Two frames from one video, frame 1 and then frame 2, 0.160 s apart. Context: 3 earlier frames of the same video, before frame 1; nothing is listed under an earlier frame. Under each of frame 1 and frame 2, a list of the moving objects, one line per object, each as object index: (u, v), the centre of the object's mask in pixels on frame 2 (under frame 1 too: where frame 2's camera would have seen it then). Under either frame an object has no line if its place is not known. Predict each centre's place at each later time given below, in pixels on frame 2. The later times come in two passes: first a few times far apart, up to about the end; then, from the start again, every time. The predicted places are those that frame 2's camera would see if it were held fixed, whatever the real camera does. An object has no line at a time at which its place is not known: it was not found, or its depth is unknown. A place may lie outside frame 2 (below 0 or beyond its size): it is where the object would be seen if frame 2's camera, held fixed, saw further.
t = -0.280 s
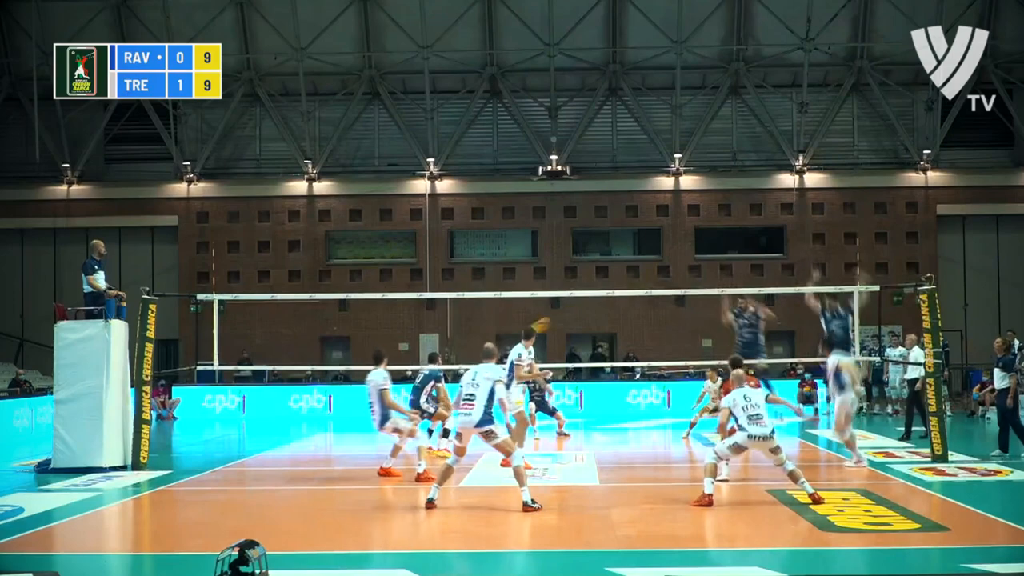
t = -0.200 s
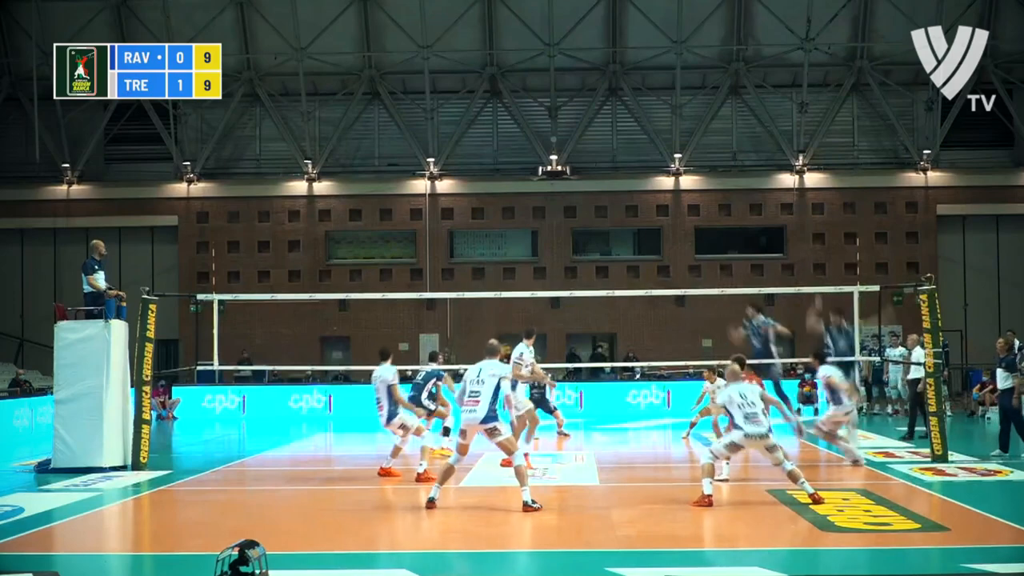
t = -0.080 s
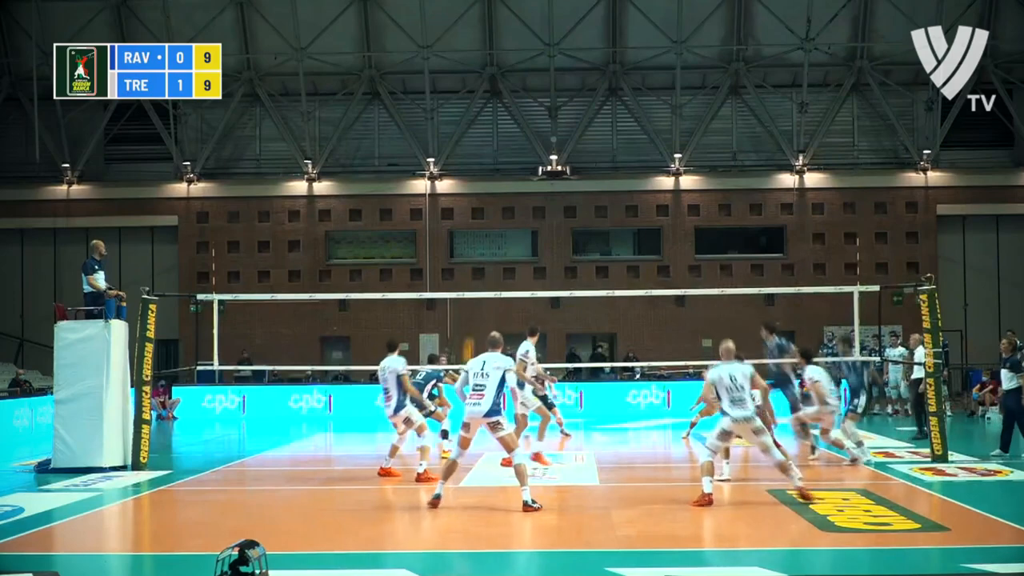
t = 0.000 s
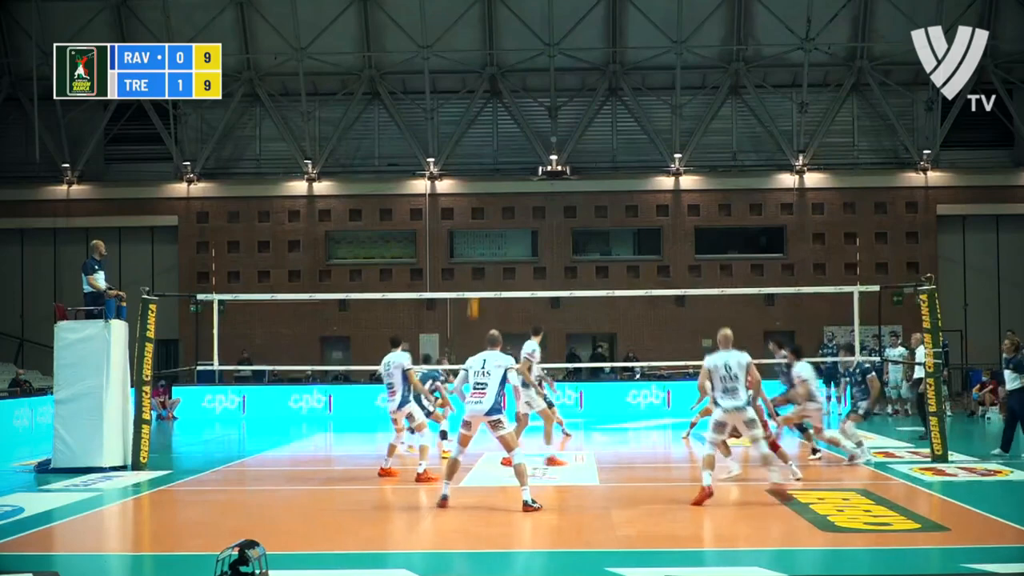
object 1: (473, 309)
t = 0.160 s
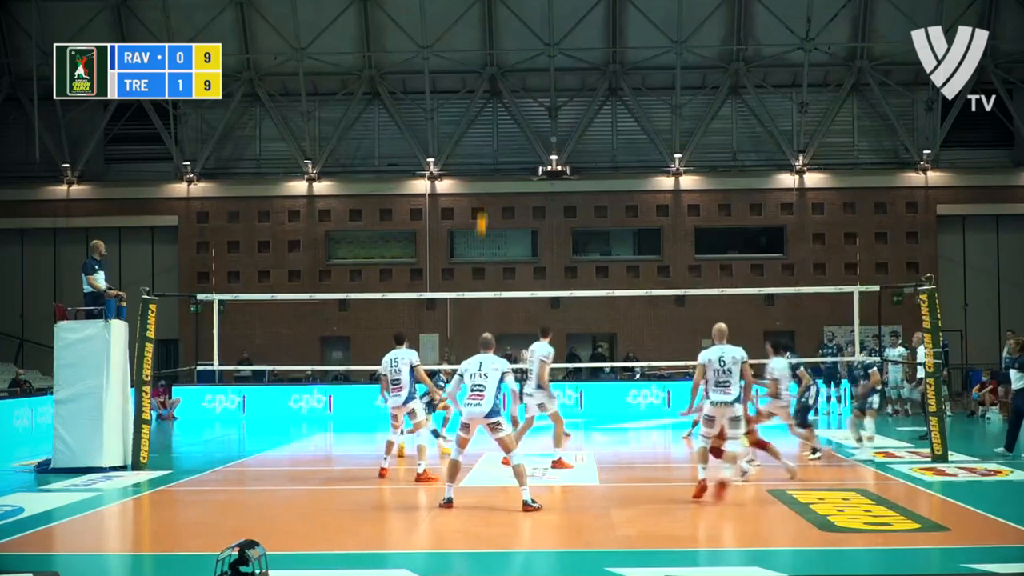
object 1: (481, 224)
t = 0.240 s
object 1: (485, 189)
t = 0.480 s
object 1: (493, 106)
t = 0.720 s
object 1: (500, 56)
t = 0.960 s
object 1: (507, 37)
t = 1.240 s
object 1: (515, 53)
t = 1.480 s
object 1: (523, 101)
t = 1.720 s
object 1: (532, 179)
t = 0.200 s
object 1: (483, 207)
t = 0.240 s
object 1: (485, 189)
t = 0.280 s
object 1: (487, 172)
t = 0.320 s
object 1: (488, 158)
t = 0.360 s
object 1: (490, 144)
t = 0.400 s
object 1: (491, 130)
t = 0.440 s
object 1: (492, 118)
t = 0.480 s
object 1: (493, 106)
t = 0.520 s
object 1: (495, 95)
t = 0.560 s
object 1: (496, 87)
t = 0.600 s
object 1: (497, 77)
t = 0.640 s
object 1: (498, 69)
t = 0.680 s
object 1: (499, 62)
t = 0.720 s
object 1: (500, 56)
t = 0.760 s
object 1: (501, 51)
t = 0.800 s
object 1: (502, 46)
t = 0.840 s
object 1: (504, 43)
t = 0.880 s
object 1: (505, 40)
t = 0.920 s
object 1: (506, 38)
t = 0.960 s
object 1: (507, 37)
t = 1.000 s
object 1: (508, 37)
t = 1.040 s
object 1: (509, 38)
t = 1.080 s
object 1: (510, 39)
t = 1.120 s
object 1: (512, 42)
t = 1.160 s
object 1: (513, 44)
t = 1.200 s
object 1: (514, 48)
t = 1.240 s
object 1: (515, 53)
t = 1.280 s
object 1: (516, 59)
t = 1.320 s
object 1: (518, 66)
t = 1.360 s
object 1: (519, 73)
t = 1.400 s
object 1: (520, 81)
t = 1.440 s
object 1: (521, 91)
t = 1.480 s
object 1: (523, 101)
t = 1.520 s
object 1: (524, 112)
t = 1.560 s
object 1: (526, 124)
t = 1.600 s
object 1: (527, 137)
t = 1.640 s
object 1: (528, 150)
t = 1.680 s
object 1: (530, 166)
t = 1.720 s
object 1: (532, 179)
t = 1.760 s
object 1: (533, 197)
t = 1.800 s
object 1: (535, 213)
